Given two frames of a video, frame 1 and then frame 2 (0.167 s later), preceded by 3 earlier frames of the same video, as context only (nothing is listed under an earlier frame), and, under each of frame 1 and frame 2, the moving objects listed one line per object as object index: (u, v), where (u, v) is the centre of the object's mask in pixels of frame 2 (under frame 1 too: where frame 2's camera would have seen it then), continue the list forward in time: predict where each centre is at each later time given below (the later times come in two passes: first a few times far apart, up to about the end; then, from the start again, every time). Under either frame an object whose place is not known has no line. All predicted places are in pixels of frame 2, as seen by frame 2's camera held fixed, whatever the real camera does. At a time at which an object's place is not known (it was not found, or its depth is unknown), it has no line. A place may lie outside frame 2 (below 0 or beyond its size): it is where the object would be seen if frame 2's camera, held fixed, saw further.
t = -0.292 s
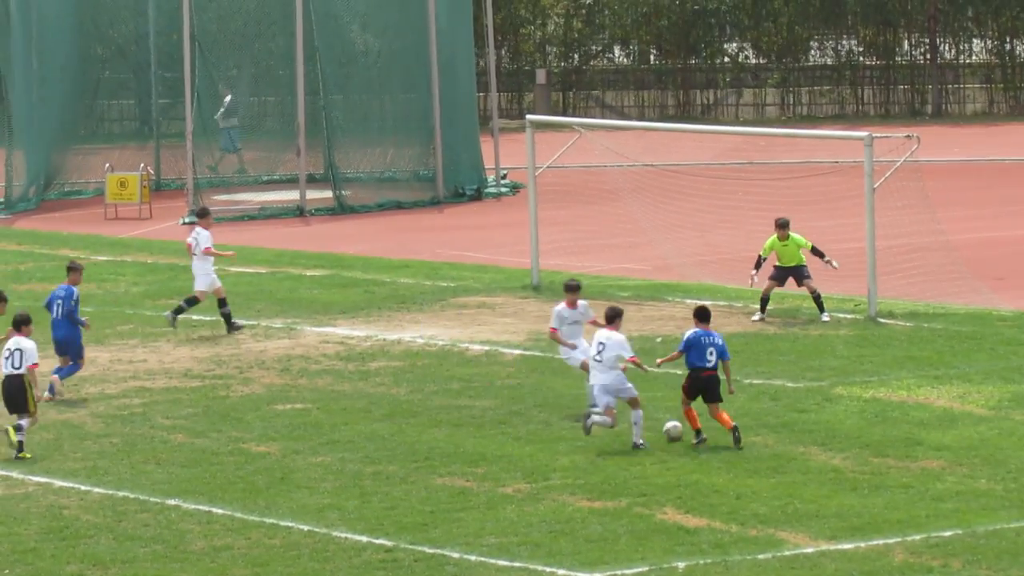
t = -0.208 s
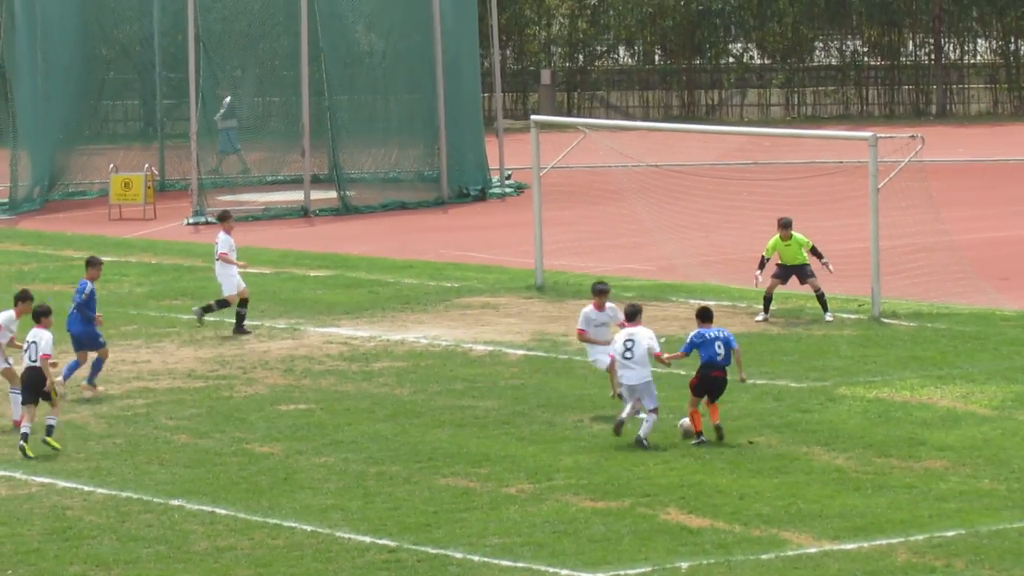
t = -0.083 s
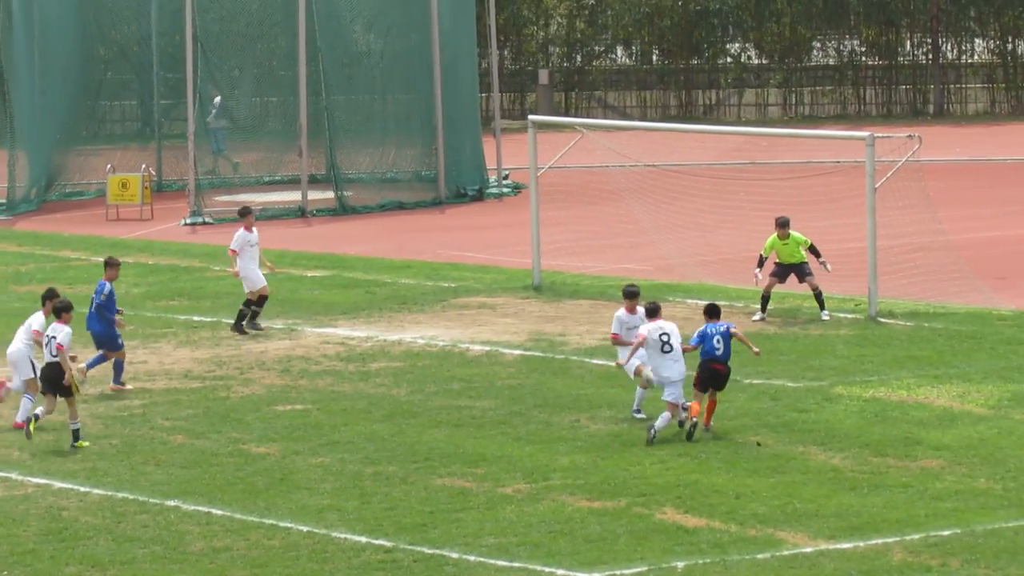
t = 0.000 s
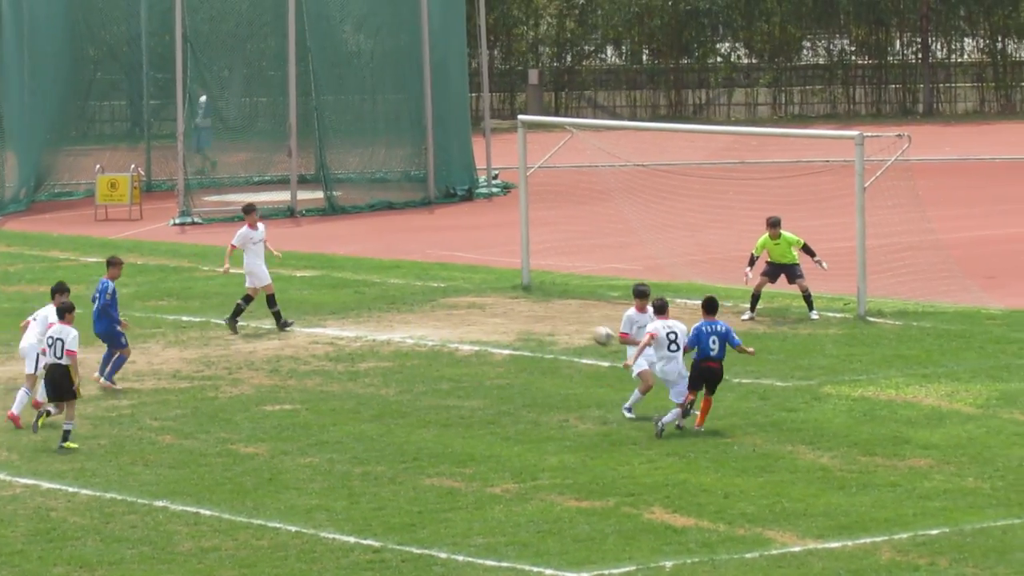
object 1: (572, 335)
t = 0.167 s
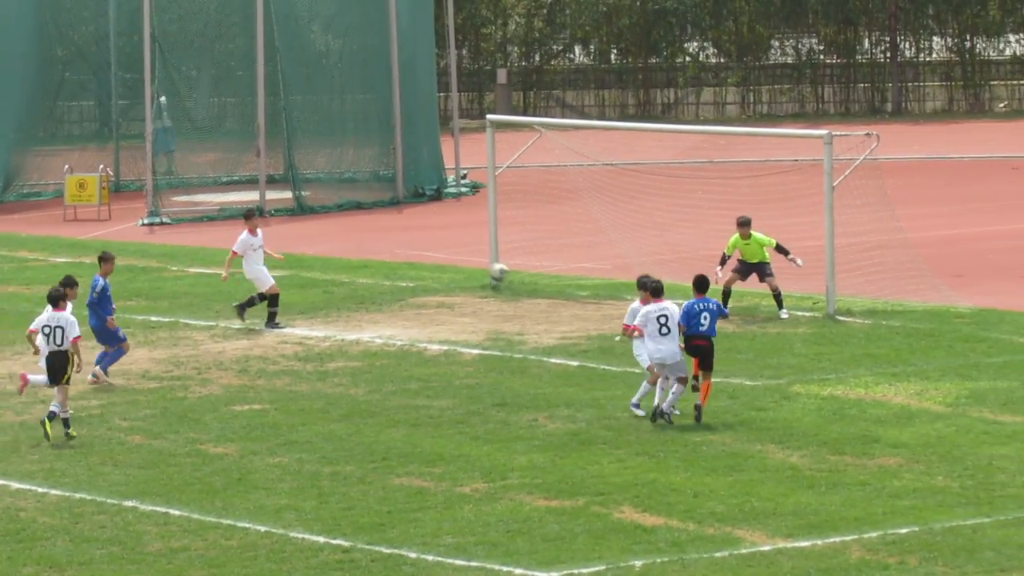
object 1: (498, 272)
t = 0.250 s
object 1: (462, 250)
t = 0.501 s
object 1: (360, 216)
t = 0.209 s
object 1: (480, 260)
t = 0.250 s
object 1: (462, 250)
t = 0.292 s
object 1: (444, 240)
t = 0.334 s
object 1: (428, 233)
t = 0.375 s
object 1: (410, 227)
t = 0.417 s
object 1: (393, 222)
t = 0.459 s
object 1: (377, 218)
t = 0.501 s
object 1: (360, 216)
